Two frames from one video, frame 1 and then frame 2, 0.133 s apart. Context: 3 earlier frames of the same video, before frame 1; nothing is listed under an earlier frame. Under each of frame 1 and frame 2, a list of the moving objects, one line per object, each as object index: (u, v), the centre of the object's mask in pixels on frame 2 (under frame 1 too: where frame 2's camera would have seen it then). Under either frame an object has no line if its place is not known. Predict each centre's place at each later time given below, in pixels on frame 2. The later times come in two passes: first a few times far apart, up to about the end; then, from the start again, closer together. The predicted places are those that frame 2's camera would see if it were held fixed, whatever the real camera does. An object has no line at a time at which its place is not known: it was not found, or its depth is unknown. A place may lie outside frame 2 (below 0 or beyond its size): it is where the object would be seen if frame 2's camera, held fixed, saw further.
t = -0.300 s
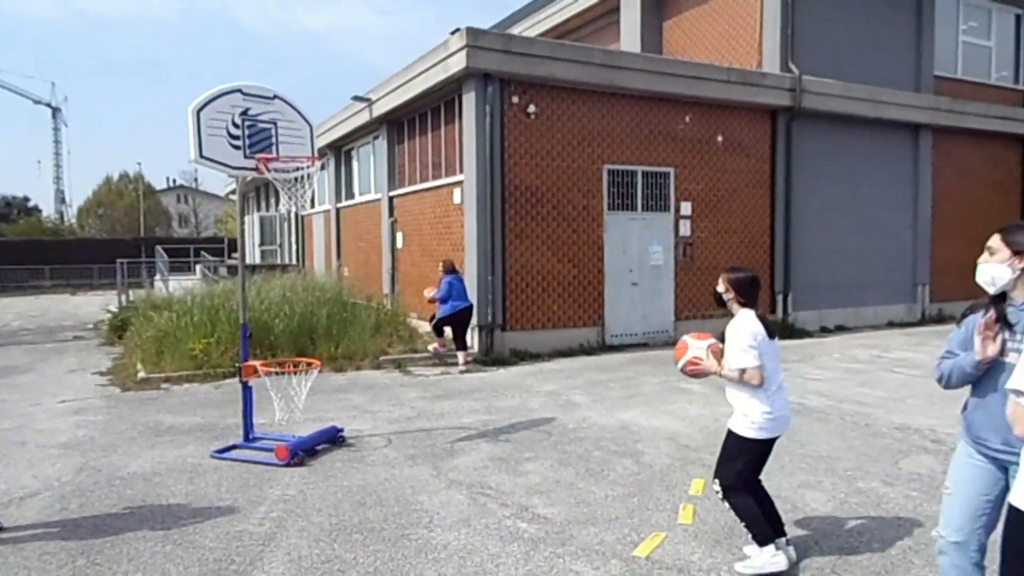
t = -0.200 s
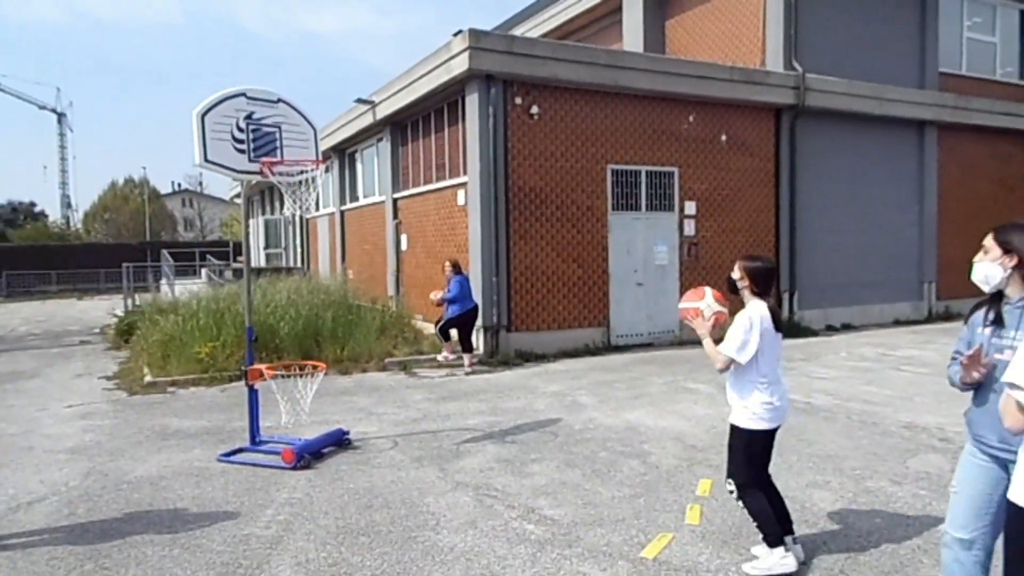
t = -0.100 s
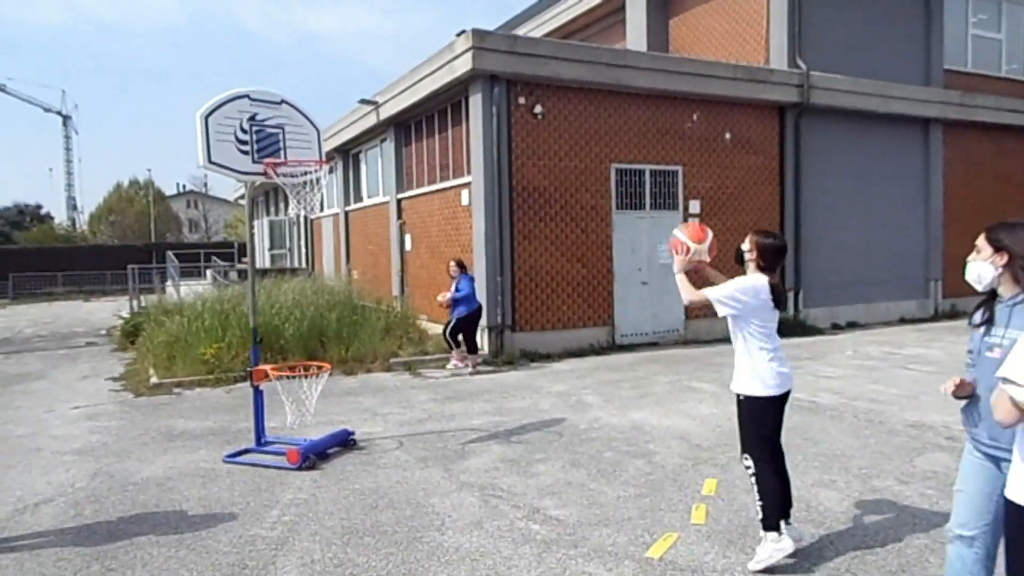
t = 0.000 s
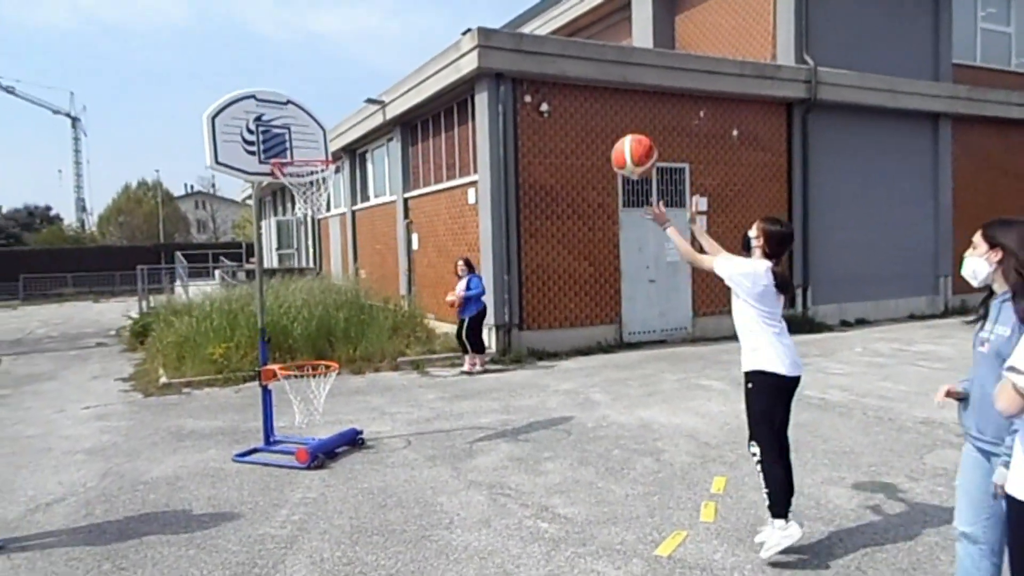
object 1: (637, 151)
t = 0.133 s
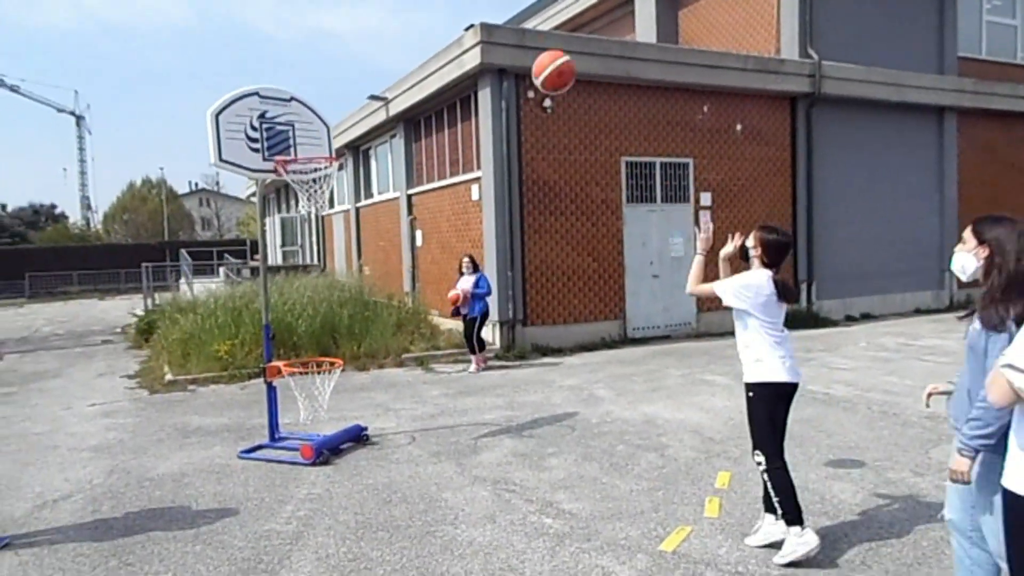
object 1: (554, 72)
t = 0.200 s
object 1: (515, 46)
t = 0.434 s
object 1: (399, 21)
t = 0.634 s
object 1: (318, 64)
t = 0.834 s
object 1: (252, 153)
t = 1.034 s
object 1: (254, 243)
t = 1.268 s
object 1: (267, 416)
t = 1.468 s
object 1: (284, 380)
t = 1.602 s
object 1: (302, 312)
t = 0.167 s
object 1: (534, 58)
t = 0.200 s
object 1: (515, 46)
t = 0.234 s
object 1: (497, 37)
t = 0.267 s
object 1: (479, 29)
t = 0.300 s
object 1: (462, 24)
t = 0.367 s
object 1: (429, 18)
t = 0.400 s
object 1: (414, 19)
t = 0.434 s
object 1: (399, 21)
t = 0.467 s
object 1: (384, 24)
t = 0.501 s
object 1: (370, 30)
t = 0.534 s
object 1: (357, 36)
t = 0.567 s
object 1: (343, 44)
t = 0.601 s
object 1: (331, 53)
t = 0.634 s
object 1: (318, 64)
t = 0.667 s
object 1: (306, 76)
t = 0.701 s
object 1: (295, 88)
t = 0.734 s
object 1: (283, 103)
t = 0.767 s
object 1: (273, 119)
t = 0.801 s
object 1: (261, 135)
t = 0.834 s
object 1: (252, 153)
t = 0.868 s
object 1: (247, 168)
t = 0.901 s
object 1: (248, 180)
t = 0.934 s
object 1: (251, 192)
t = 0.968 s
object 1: (252, 208)
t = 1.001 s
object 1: (252, 226)
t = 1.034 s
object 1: (254, 243)
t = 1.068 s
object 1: (256, 263)
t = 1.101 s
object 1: (258, 284)
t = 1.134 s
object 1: (259, 308)
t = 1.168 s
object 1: (260, 333)
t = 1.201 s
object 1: (263, 359)
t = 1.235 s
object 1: (265, 387)
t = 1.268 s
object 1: (267, 416)
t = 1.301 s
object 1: (269, 447)
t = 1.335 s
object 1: (272, 467)
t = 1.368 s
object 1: (275, 444)
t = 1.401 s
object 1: (278, 422)
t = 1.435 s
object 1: (281, 400)
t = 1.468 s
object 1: (284, 380)
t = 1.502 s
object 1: (289, 361)
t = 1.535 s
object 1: (293, 344)
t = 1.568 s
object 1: (297, 327)
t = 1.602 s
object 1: (302, 312)
